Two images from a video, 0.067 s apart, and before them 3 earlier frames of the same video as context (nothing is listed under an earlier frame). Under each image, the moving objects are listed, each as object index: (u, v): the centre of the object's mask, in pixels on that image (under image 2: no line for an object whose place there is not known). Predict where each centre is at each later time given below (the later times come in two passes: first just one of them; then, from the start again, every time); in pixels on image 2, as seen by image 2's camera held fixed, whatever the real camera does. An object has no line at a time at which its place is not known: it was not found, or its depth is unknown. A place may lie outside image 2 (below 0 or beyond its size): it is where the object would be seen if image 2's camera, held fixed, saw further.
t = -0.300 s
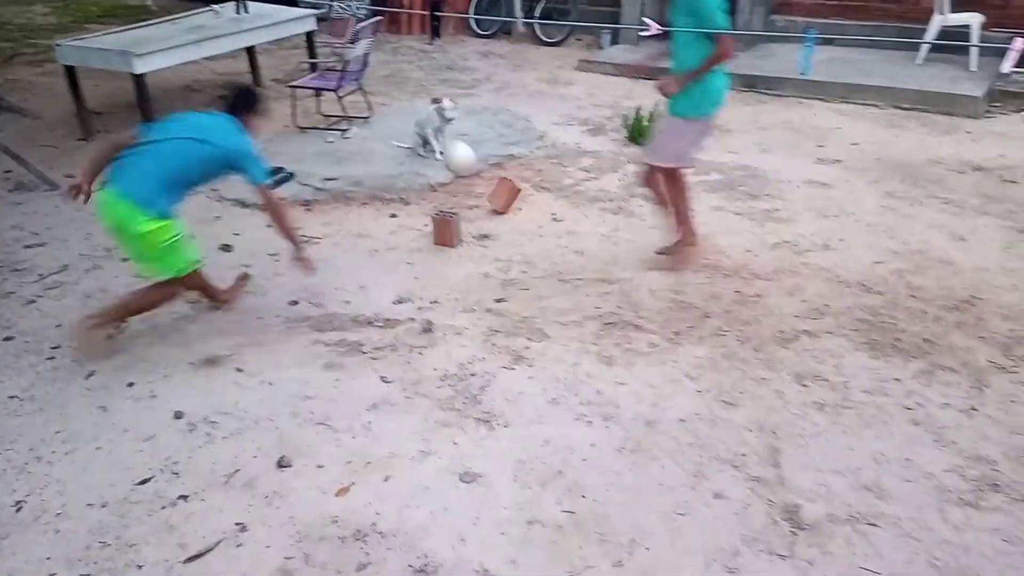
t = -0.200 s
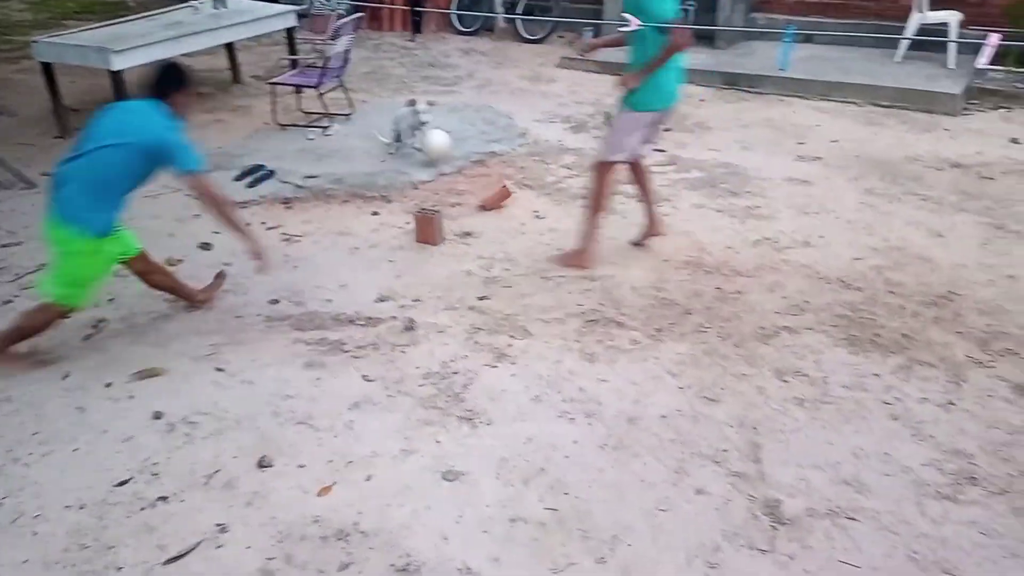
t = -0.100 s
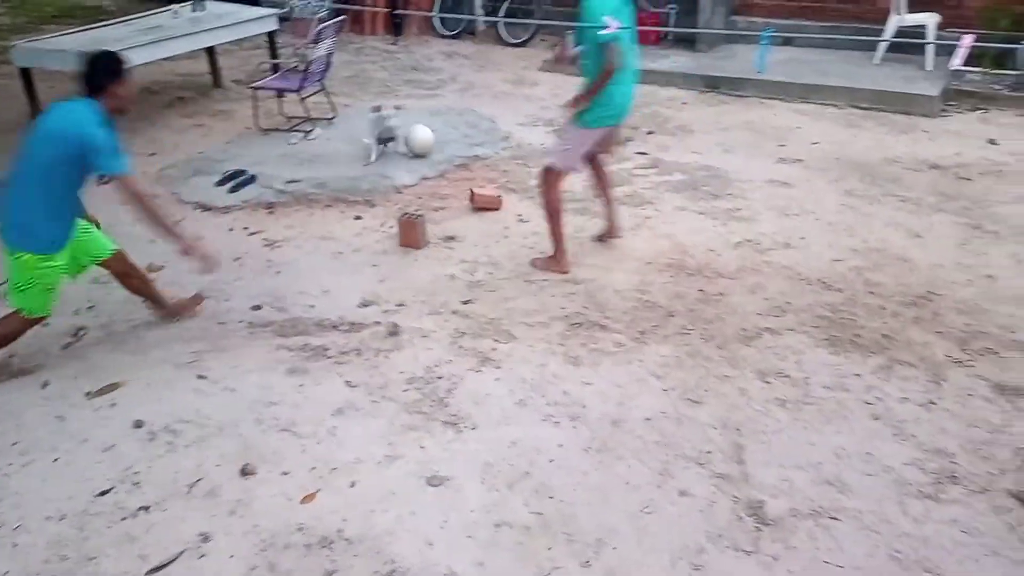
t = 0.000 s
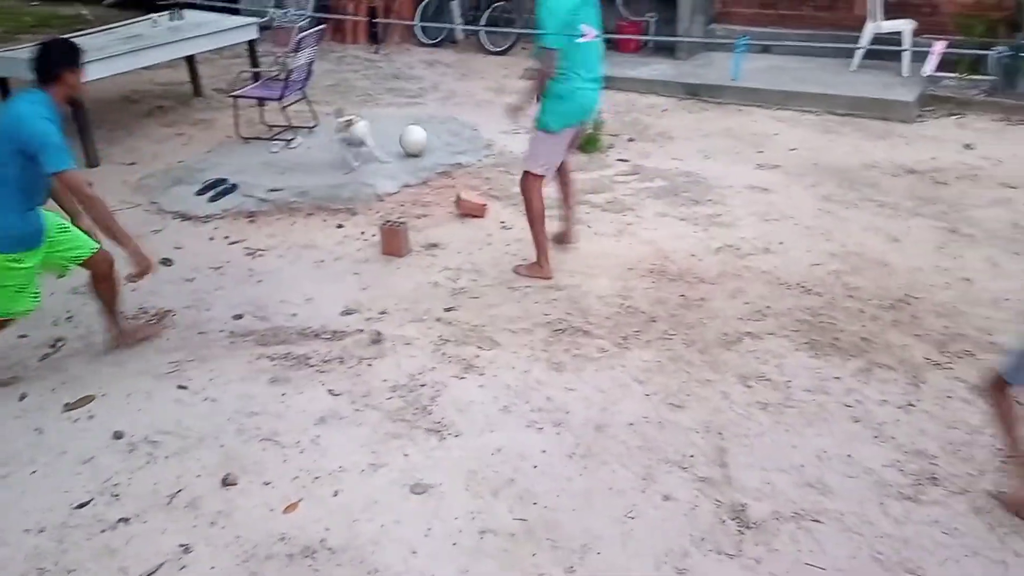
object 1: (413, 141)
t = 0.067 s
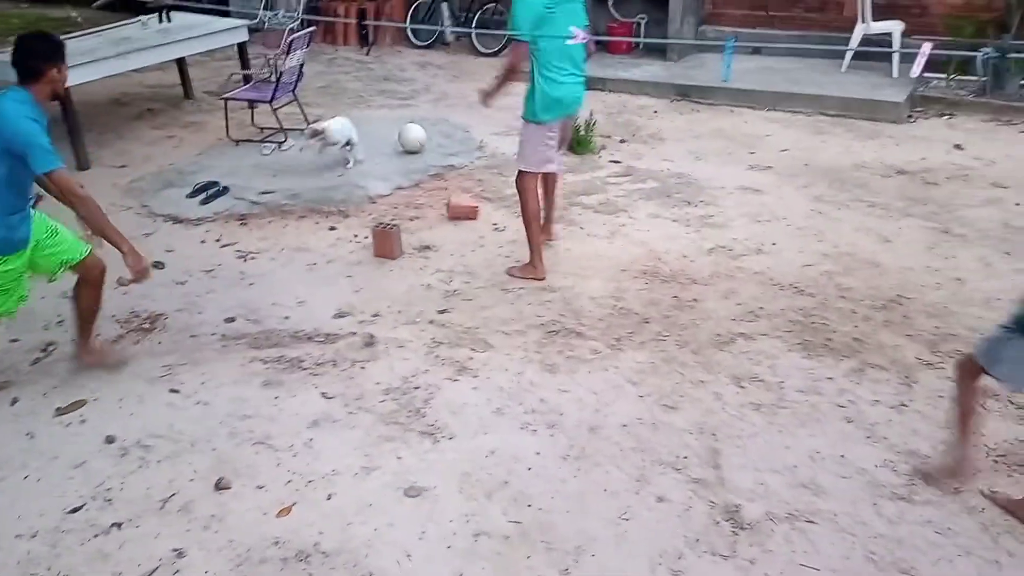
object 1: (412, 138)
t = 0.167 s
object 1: (422, 131)
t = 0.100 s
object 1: (415, 135)
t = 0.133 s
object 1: (418, 133)
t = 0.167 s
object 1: (422, 131)
